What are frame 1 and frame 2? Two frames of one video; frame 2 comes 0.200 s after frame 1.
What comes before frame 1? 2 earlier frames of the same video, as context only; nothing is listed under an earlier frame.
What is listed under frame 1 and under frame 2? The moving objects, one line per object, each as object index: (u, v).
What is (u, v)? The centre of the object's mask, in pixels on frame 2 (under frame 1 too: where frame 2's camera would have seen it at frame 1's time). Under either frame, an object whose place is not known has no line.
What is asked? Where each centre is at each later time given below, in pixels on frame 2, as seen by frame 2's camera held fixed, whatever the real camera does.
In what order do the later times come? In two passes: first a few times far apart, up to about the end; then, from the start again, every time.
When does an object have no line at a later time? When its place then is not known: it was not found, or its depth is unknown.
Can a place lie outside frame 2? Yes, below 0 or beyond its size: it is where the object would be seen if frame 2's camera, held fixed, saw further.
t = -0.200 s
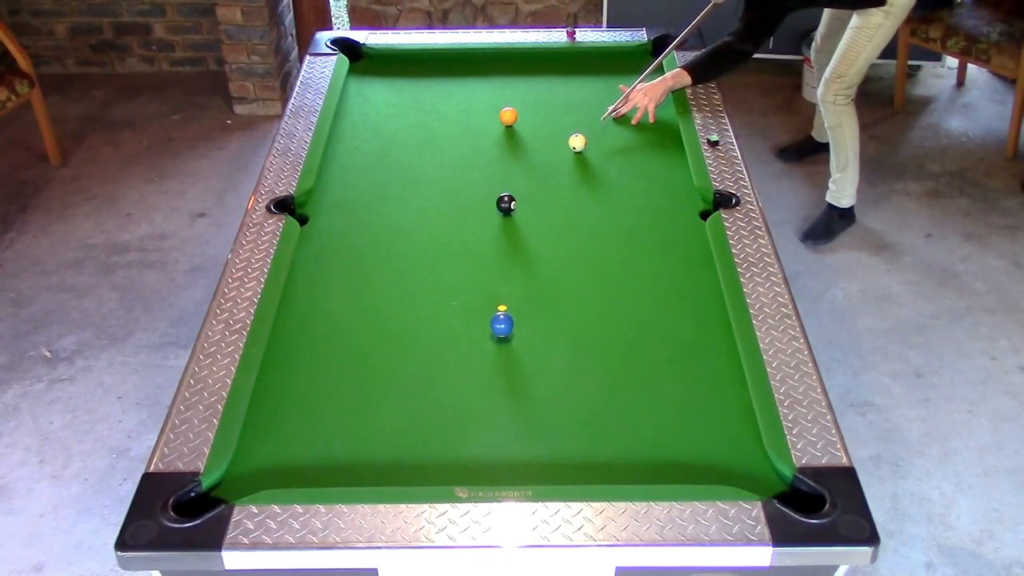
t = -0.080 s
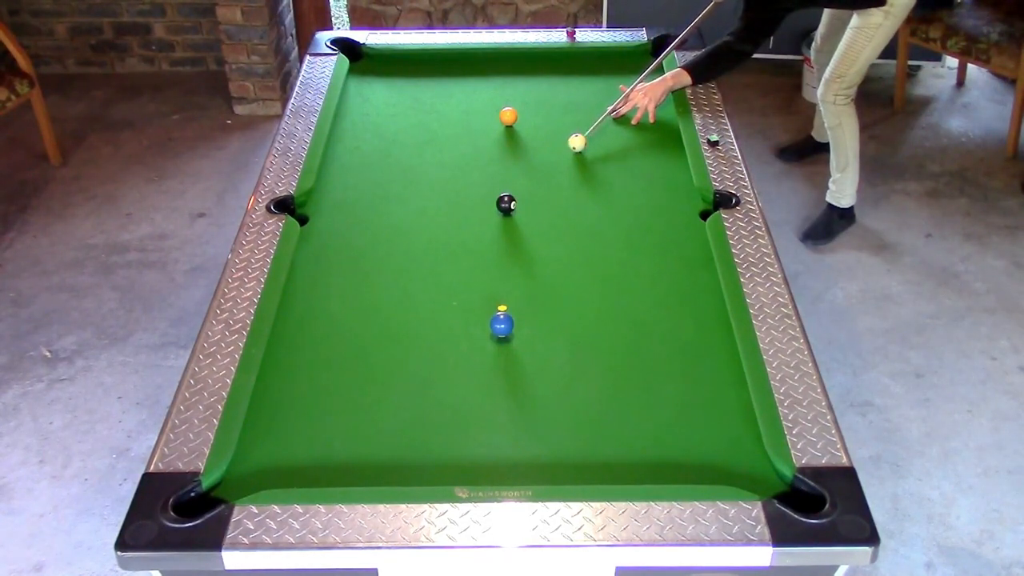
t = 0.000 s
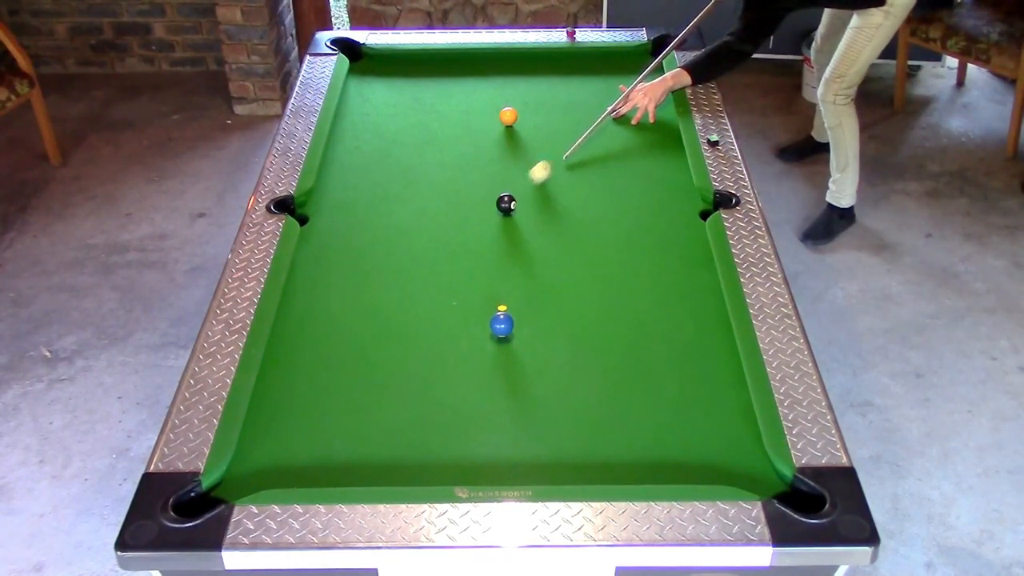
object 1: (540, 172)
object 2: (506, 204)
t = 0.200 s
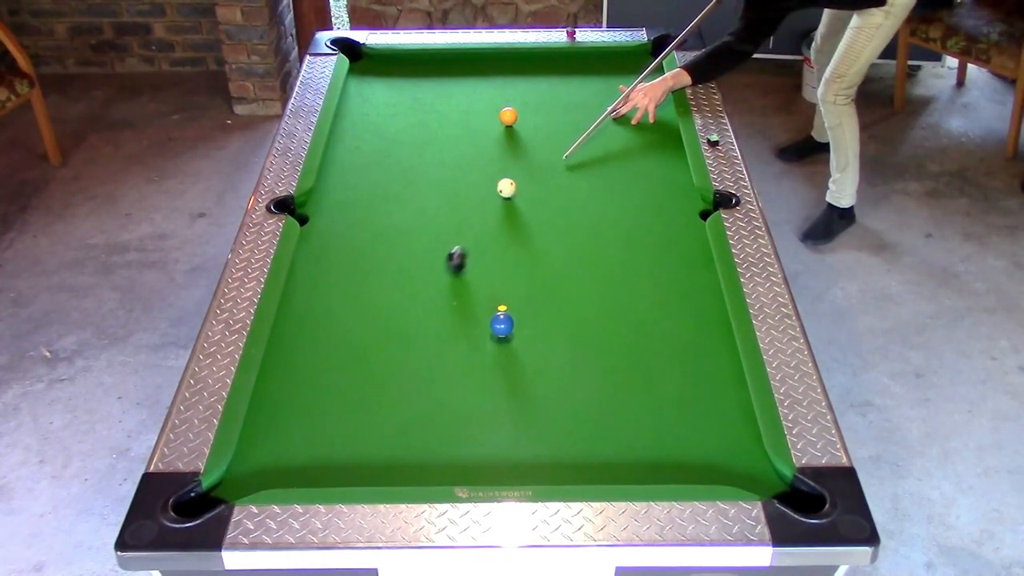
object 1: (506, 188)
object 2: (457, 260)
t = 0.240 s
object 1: (504, 186)
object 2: (444, 273)
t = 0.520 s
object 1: (492, 175)
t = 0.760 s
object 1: (483, 167)
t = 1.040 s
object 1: (474, 159)
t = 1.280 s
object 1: (469, 154)
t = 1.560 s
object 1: (463, 150)
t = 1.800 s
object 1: (459, 147)
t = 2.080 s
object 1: (456, 146)
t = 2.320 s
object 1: (456, 145)
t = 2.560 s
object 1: (456, 145)
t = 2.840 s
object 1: (456, 145)
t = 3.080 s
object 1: (456, 145)
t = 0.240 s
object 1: (504, 186)
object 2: (444, 273)
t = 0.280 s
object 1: (502, 184)
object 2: (432, 287)
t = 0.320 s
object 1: (501, 183)
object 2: (419, 301)
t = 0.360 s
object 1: (499, 181)
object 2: (407, 316)
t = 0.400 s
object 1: (497, 179)
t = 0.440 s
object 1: (495, 178)
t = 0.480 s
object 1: (494, 176)
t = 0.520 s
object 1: (492, 175)
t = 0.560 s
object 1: (491, 173)
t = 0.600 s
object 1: (489, 172)
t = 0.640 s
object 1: (487, 171)
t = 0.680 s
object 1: (486, 170)
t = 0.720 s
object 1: (484, 168)
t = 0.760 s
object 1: (483, 167)
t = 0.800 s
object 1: (482, 166)
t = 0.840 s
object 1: (480, 165)
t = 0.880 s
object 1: (479, 164)
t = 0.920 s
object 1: (478, 162)
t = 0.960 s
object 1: (477, 161)
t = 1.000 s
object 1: (476, 160)
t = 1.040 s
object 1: (474, 159)
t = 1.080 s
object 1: (473, 158)
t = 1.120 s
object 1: (473, 157)
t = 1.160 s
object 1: (471, 157)
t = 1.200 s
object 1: (470, 156)
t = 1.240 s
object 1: (469, 155)
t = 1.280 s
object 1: (469, 154)
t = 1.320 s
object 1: (468, 154)
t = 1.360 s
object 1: (467, 153)
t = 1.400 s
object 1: (466, 152)
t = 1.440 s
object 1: (465, 152)
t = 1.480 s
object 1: (465, 151)
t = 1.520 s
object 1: (464, 150)
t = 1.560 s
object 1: (463, 150)
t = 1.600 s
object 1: (463, 149)
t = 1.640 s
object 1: (462, 149)
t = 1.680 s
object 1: (461, 148)
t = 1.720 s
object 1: (460, 148)
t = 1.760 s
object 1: (460, 148)
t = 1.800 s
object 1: (459, 147)
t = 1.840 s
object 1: (459, 147)
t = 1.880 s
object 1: (458, 147)
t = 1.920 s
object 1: (458, 146)
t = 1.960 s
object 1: (457, 146)
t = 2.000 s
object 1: (457, 146)
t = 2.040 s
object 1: (457, 146)
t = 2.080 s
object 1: (456, 146)
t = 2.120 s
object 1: (456, 145)
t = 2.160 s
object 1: (456, 145)
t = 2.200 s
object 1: (456, 145)
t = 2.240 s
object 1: (456, 145)
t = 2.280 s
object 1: (456, 145)
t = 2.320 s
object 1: (456, 145)
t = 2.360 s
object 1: (456, 145)
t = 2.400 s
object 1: (456, 145)
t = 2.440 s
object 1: (456, 145)
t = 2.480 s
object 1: (456, 145)
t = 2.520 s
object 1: (456, 145)
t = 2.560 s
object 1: (456, 145)
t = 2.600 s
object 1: (456, 145)
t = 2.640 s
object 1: (456, 145)
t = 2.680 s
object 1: (456, 145)
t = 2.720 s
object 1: (456, 145)
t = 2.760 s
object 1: (456, 145)
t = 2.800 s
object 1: (456, 145)
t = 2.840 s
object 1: (456, 145)
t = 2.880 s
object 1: (456, 145)
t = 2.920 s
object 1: (456, 145)
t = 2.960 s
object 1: (456, 145)
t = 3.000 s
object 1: (456, 145)
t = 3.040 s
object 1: (456, 145)
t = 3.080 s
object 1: (456, 145)
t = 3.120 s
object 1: (456, 145)
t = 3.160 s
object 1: (456, 145)
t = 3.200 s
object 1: (456, 145)
